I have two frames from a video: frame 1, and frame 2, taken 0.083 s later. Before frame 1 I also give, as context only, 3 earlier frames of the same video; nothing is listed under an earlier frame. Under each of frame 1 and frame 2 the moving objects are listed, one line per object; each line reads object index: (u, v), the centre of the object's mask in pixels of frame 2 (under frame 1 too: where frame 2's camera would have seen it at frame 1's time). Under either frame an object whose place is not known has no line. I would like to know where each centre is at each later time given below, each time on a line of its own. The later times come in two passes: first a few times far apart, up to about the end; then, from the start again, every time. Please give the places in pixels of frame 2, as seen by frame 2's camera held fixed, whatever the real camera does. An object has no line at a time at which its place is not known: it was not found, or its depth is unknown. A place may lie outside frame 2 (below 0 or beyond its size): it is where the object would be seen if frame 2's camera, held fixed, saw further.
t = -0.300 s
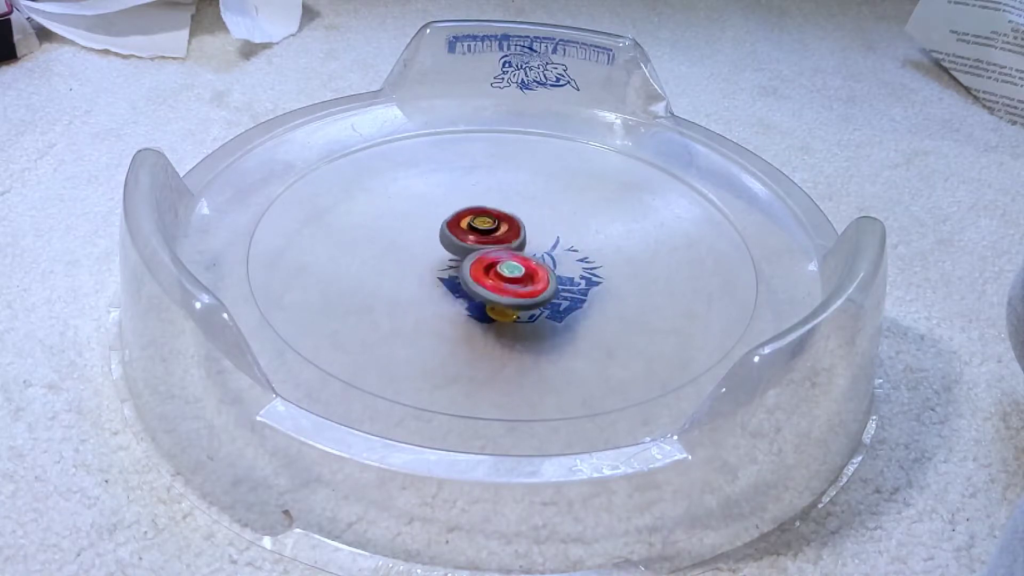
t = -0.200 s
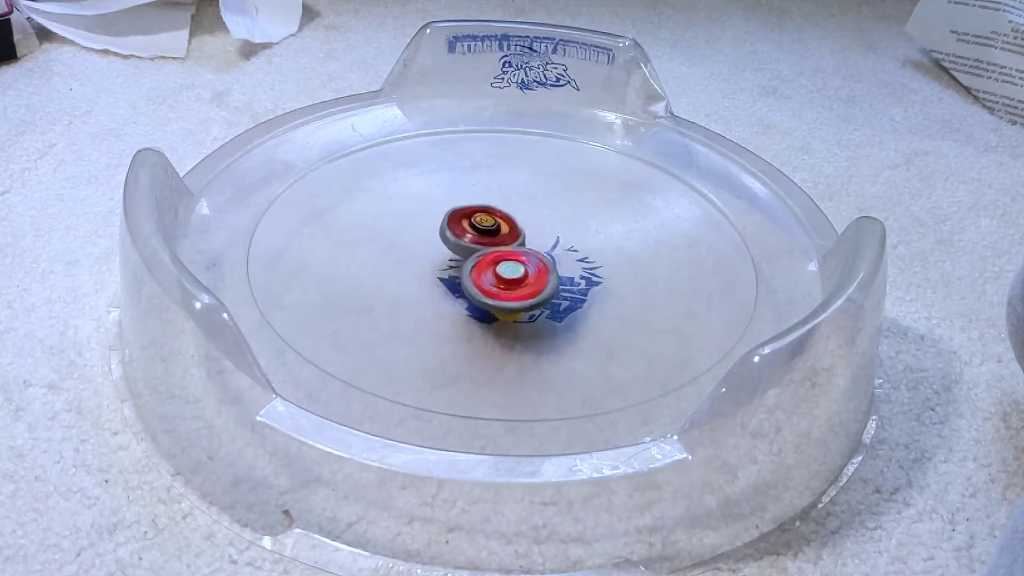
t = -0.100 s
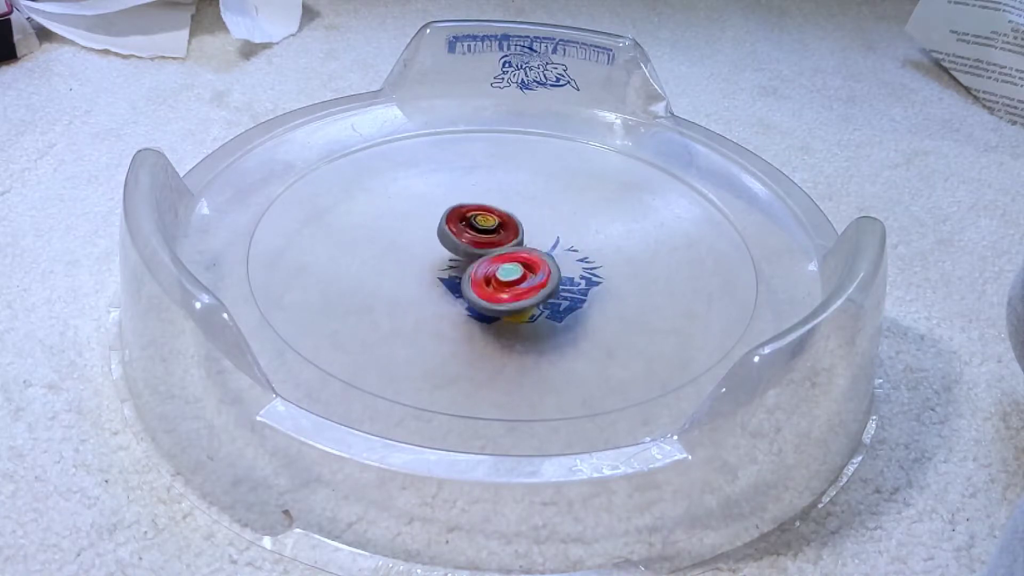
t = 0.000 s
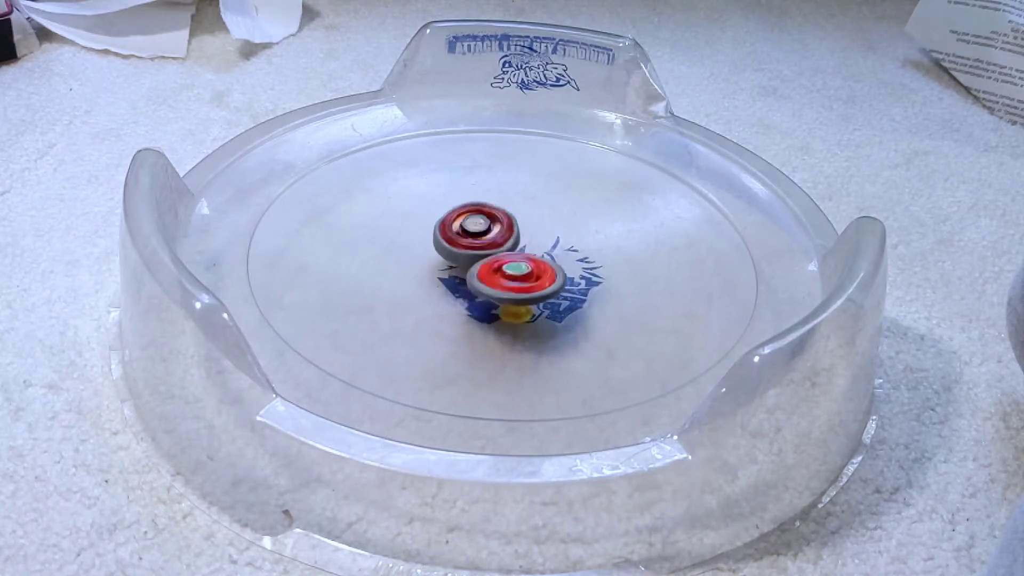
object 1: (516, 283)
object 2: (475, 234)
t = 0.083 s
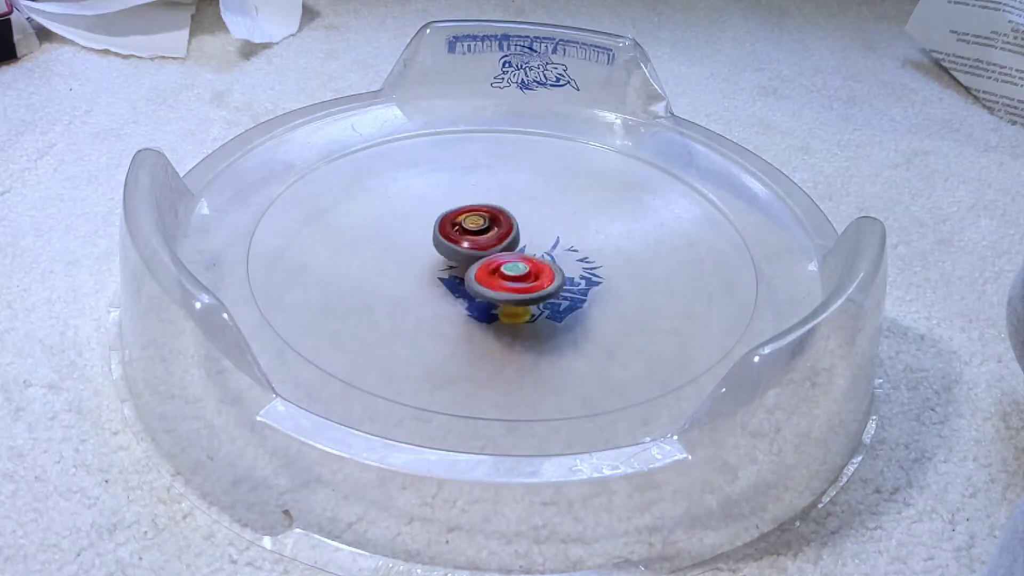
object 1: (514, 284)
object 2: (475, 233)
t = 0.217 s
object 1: (516, 282)
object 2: (474, 231)
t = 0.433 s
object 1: (523, 277)
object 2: (464, 234)
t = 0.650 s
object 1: (532, 275)
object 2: (463, 237)
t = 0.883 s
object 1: (535, 275)
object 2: (460, 239)
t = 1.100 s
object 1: (533, 278)
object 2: (464, 240)
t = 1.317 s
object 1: (531, 281)
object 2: (464, 239)
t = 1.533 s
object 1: (527, 283)
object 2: (467, 239)
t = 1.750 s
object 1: (525, 282)
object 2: (467, 238)
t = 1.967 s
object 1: (521, 290)
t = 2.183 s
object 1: (526, 290)
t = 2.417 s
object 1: (501, 281)
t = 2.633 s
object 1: (435, 253)
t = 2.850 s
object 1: (403, 233)
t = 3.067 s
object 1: (418, 235)
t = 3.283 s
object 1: (463, 270)
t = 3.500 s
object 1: (465, 286)
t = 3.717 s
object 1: (481, 274)
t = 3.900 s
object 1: (501, 279)
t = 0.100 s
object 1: (514, 283)
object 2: (474, 233)
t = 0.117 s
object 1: (514, 283)
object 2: (474, 233)
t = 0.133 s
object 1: (515, 283)
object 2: (473, 233)
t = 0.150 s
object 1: (515, 283)
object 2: (472, 233)
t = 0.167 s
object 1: (515, 283)
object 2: (472, 232)
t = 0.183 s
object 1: (516, 283)
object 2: (473, 231)
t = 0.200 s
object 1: (515, 282)
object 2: (474, 231)
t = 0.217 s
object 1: (516, 282)
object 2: (474, 231)
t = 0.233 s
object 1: (516, 282)
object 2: (473, 231)
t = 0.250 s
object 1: (516, 282)
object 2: (472, 231)
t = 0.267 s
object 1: (516, 281)
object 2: (471, 232)
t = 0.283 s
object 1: (517, 280)
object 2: (469, 232)
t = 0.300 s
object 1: (518, 280)
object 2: (469, 232)
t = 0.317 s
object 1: (519, 280)
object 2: (468, 232)
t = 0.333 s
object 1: (520, 280)
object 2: (469, 232)
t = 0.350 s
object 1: (521, 279)
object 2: (469, 232)
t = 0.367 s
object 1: (521, 279)
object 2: (468, 232)
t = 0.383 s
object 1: (522, 278)
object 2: (467, 233)
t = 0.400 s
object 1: (522, 278)
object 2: (466, 233)
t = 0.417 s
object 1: (523, 278)
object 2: (465, 234)
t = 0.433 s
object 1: (523, 277)
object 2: (464, 234)
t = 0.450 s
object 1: (524, 277)
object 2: (464, 235)
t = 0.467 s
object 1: (525, 277)
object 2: (464, 234)
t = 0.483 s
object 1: (526, 277)
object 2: (464, 234)
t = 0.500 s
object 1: (527, 277)
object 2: (464, 234)
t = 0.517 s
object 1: (527, 277)
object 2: (464, 235)
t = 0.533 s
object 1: (528, 276)
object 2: (464, 235)
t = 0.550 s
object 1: (529, 276)
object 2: (463, 235)
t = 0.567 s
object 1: (529, 276)
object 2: (463, 236)
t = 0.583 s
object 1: (529, 276)
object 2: (462, 236)
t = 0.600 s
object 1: (530, 276)
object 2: (463, 236)
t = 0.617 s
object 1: (531, 275)
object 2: (463, 236)
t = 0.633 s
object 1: (532, 275)
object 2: (463, 236)
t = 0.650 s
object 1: (532, 275)
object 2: (463, 237)
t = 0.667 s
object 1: (533, 275)
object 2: (463, 237)
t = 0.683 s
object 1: (533, 276)
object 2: (462, 238)
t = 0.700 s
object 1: (533, 276)
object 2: (462, 238)
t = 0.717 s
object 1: (534, 275)
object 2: (462, 238)
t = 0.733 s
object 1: (534, 276)
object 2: (461, 238)
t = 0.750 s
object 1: (534, 276)
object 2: (462, 238)
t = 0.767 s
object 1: (534, 276)
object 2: (462, 238)
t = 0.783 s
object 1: (534, 276)
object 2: (462, 239)
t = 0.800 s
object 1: (534, 276)
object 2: (462, 239)
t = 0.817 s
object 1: (535, 275)
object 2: (461, 240)
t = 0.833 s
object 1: (535, 275)
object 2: (461, 240)
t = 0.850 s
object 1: (534, 275)
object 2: (460, 240)
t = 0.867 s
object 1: (534, 275)
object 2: (460, 240)
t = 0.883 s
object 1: (535, 275)
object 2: (460, 239)
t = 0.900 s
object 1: (535, 275)
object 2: (460, 239)
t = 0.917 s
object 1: (533, 275)
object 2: (461, 239)
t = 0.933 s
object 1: (532, 275)
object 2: (461, 239)
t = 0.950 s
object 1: (532, 276)
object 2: (462, 239)
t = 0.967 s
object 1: (532, 276)
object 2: (462, 239)
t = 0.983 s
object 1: (532, 276)
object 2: (462, 239)
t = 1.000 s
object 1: (532, 276)
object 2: (461, 239)
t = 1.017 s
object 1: (533, 277)
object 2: (462, 239)
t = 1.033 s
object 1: (533, 277)
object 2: (462, 238)
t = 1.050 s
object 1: (533, 277)
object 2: (463, 238)
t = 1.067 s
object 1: (532, 278)
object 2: (464, 239)
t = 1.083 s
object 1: (532, 278)
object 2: (464, 239)
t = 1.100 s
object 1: (533, 278)
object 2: (464, 240)
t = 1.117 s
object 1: (533, 279)
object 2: (463, 239)
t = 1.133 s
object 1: (533, 279)
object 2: (463, 239)
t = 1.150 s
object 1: (532, 280)
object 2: (464, 239)
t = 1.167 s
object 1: (531, 280)
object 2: (464, 239)
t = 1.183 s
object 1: (531, 280)
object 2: (465, 240)
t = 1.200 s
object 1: (531, 280)
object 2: (464, 240)
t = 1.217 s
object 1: (531, 280)
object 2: (464, 240)
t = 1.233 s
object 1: (531, 280)
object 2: (464, 240)
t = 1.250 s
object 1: (531, 281)
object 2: (464, 240)
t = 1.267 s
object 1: (531, 281)
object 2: (464, 240)
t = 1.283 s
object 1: (531, 281)
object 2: (464, 240)
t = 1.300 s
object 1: (532, 281)
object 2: (464, 240)
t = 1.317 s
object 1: (531, 281)
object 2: (464, 239)
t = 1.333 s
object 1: (530, 281)
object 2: (465, 239)
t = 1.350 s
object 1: (529, 281)
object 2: (465, 240)
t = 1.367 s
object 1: (529, 281)
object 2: (464, 240)
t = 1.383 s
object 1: (530, 282)
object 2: (464, 240)
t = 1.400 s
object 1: (529, 282)
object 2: (464, 239)
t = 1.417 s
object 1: (527, 282)
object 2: (465, 239)
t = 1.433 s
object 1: (525, 283)
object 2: (466, 239)
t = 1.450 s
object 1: (525, 283)
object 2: (467, 239)
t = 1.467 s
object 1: (524, 283)
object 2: (467, 240)
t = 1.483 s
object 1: (525, 283)
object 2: (466, 240)
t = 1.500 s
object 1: (526, 283)
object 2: (467, 240)
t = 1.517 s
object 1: (526, 283)
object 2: (467, 240)
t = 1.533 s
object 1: (527, 283)
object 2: (467, 239)
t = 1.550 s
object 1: (527, 283)
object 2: (468, 240)
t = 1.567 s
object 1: (527, 283)
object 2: (467, 240)
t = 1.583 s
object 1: (527, 283)
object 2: (467, 240)
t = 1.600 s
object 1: (526, 283)
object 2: (465, 241)
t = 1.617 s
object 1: (526, 283)
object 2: (465, 240)
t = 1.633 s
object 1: (526, 283)
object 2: (465, 240)
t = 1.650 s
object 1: (526, 283)
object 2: (465, 239)
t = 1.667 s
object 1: (525, 282)
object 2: (466, 238)
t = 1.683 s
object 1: (524, 282)
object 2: (466, 238)
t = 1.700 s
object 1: (525, 282)
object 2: (466, 238)
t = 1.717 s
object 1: (525, 282)
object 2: (467, 238)
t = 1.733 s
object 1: (525, 282)
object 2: (466, 238)
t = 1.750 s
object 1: (525, 282)
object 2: (467, 238)
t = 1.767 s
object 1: (524, 281)
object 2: (467, 238)
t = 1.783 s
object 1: (525, 282)
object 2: (467, 238)
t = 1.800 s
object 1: (525, 282)
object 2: (467, 238)
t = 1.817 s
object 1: (525, 283)
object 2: (468, 238)
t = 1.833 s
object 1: (524, 283)
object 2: (469, 237)
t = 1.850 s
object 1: (522, 284)
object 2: (470, 237)
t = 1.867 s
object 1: (521, 284)
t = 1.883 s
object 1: (522, 285)
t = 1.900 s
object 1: (522, 286)
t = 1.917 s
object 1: (521, 287)
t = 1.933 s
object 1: (521, 289)
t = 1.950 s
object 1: (521, 289)
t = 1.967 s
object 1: (521, 290)
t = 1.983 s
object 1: (520, 290)
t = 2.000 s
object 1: (520, 291)
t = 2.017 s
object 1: (520, 291)
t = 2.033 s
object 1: (521, 291)
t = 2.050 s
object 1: (522, 291)
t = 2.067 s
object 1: (523, 291)
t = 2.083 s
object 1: (523, 291)
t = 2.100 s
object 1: (524, 290)
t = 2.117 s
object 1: (525, 290)
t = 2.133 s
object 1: (525, 290)
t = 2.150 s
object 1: (526, 291)
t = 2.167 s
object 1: (527, 291)
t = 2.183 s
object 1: (526, 290)
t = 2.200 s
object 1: (527, 290)
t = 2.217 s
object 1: (527, 290)
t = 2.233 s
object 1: (526, 290)
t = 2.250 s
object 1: (525, 290)
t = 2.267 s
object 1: (525, 289)
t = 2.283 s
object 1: (524, 289)
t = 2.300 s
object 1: (522, 288)
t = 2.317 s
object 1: (520, 288)
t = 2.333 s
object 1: (517, 287)
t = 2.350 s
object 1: (515, 286)
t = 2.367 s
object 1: (512, 284)
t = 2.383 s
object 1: (509, 283)
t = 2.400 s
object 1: (506, 282)
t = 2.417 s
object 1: (501, 281)
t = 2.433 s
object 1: (497, 281)
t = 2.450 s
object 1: (490, 282)
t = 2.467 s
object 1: (483, 281)
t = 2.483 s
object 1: (477, 277)
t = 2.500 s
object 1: (473, 275)
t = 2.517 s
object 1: (467, 274)
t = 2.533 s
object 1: (462, 273)
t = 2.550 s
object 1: (457, 270)
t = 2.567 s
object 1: (453, 267)
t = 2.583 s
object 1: (449, 263)
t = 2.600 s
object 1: (445, 259)
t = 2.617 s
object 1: (440, 256)
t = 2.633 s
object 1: (435, 253)
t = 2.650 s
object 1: (431, 251)
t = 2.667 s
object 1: (425, 248)
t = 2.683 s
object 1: (421, 247)
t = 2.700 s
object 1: (416, 244)
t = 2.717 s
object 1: (412, 242)
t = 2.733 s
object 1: (409, 241)
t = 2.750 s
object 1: (407, 238)
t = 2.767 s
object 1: (404, 237)
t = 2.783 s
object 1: (402, 236)
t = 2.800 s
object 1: (400, 235)
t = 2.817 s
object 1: (401, 235)
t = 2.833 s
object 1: (402, 234)
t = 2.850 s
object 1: (403, 233)
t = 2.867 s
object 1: (404, 233)
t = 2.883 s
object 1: (405, 232)
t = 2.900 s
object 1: (405, 230)
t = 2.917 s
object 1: (405, 229)
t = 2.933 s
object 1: (403, 228)
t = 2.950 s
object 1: (403, 228)
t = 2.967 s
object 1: (403, 228)
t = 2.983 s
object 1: (403, 229)
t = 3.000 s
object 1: (404, 230)
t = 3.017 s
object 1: (406, 232)
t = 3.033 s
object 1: (410, 233)
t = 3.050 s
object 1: (414, 235)
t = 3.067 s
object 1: (418, 235)
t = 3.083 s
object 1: (421, 238)
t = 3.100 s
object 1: (424, 240)
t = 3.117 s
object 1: (429, 242)
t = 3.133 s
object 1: (434, 245)
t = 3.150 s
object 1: (438, 247)
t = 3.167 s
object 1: (442, 249)
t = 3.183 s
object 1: (446, 252)
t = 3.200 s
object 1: (452, 255)
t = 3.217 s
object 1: (457, 259)
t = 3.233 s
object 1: (461, 262)
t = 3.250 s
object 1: (462, 264)
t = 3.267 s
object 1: (462, 267)
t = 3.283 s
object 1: (463, 270)
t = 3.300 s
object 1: (463, 273)
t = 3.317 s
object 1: (464, 276)
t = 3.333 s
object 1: (465, 279)
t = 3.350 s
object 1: (466, 281)
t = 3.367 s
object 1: (466, 282)
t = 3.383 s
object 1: (468, 284)
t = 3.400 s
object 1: (469, 285)
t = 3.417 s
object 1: (469, 285)
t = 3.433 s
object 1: (469, 286)
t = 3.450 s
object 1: (468, 286)
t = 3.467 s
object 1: (467, 287)
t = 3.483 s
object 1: (466, 286)
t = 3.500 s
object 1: (465, 286)
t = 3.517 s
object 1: (464, 286)
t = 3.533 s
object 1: (463, 286)
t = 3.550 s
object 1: (461, 286)
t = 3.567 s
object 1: (461, 286)
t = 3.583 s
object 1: (460, 285)
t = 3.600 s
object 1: (460, 285)
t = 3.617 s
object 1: (460, 284)
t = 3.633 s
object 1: (462, 282)
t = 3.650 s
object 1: (467, 283)
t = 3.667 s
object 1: (470, 281)
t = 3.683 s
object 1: (474, 279)
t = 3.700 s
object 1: (477, 276)
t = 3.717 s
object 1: (481, 274)
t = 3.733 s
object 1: (483, 272)
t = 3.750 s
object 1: (485, 272)
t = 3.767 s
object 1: (487, 272)
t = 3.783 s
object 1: (489, 272)
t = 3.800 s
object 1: (492, 272)
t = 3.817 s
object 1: (494, 272)
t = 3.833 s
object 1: (496, 273)
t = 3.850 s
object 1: (497, 274)
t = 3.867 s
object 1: (499, 276)
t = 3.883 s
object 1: (501, 277)
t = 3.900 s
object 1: (501, 279)
